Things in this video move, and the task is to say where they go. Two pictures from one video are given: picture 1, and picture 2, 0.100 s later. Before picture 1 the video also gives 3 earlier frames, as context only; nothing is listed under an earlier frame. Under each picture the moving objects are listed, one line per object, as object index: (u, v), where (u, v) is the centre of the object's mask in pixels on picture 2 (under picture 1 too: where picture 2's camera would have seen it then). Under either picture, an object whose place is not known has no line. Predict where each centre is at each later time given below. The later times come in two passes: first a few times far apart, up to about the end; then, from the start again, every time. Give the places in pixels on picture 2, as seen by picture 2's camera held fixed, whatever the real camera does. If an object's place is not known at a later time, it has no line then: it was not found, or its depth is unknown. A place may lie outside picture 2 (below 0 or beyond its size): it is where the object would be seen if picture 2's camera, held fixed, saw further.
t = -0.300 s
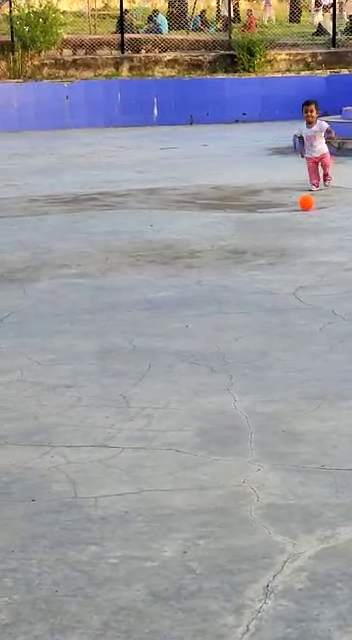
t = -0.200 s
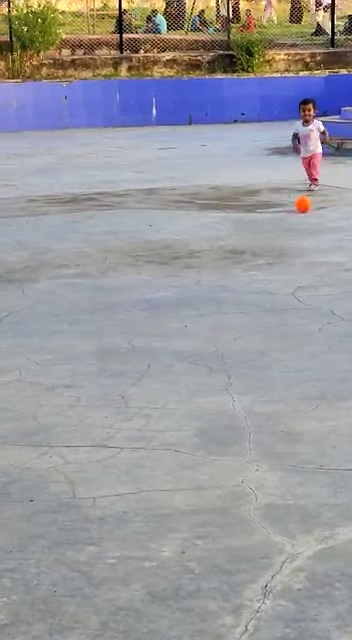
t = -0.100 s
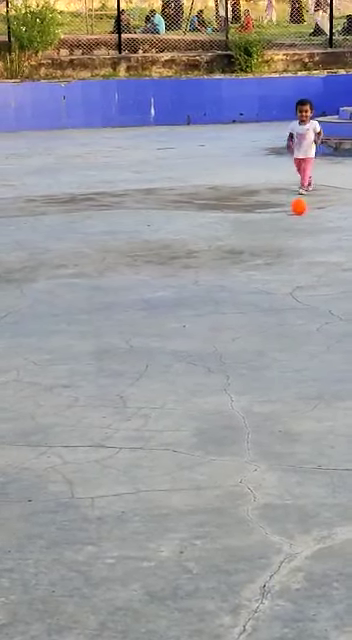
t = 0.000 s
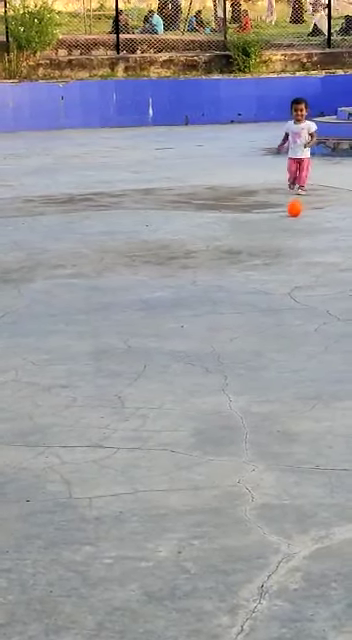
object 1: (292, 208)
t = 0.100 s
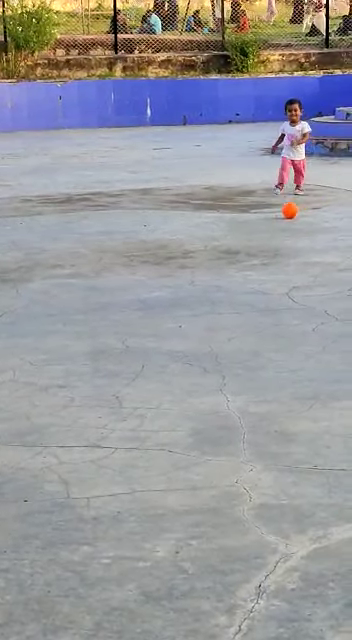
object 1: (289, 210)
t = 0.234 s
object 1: (286, 212)
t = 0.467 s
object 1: (276, 217)
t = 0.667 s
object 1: (266, 220)
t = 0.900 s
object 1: (253, 224)
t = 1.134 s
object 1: (238, 229)
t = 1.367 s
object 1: (220, 234)
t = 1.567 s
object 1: (204, 238)
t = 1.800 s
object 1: (183, 242)
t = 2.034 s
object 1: (160, 246)
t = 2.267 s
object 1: (135, 251)
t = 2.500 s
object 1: (108, 254)
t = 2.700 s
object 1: (85, 258)
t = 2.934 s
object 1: (55, 263)
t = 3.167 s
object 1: (25, 267)
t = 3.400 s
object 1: (-7, 269)
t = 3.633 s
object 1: (-41, 274)
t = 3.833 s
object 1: (-66, 276)
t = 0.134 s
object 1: (289, 210)
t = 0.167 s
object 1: (288, 211)
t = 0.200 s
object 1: (287, 211)
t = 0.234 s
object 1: (286, 212)
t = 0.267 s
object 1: (284, 213)
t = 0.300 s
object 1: (283, 213)
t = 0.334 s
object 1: (282, 214)
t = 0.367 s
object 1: (280, 214)
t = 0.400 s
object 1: (279, 215)
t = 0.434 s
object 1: (278, 216)
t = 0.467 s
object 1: (276, 217)
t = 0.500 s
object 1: (275, 217)
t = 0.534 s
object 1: (273, 218)
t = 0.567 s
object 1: (272, 218)
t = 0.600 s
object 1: (270, 219)
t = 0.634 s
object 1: (268, 219)
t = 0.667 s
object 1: (266, 220)
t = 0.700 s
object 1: (265, 221)
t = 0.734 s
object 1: (263, 221)
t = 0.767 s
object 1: (261, 222)
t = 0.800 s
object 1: (259, 222)
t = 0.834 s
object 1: (257, 223)
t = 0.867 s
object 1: (255, 224)
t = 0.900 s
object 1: (253, 224)
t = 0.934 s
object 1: (251, 225)
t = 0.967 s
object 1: (249, 226)
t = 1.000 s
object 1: (247, 226)
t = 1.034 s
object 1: (245, 227)
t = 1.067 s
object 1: (243, 227)
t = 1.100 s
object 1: (240, 228)
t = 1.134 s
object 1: (238, 229)
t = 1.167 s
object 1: (235, 230)
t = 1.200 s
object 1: (233, 231)
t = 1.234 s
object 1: (230, 231)
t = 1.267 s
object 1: (228, 232)
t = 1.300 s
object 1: (225, 232)
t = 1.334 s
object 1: (222, 233)
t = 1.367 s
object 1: (220, 234)
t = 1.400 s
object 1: (218, 234)
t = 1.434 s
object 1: (215, 235)
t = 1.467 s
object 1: (212, 235)
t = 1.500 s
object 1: (210, 236)
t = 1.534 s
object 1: (207, 237)
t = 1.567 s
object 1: (204, 238)
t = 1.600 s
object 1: (201, 238)
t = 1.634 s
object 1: (198, 239)
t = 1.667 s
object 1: (195, 240)
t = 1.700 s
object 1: (192, 240)
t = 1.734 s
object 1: (189, 241)
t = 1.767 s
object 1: (186, 241)
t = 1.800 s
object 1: (183, 242)
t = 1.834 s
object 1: (180, 243)
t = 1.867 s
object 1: (177, 243)
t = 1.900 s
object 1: (173, 244)
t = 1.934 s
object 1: (170, 244)
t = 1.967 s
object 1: (167, 245)
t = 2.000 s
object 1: (163, 245)
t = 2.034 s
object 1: (160, 246)
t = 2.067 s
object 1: (156, 247)
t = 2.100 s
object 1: (153, 247)
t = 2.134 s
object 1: (149, 248)
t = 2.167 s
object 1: (146, 249)
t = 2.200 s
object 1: (142, 249)
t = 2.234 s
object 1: (138, 250)
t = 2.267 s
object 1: (135, 251)
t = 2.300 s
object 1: (131, 251)
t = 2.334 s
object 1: (127, 251)
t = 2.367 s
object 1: (124, 252)
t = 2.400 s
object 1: (120, 253)
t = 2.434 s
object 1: (116, 253)
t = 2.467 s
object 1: (113, 254)
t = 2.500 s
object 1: (108, 254)
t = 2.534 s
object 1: (105, 255)
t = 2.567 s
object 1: (101, 255)
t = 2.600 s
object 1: (97, 256)
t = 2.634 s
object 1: (93, 257)
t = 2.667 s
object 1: (89, 257)
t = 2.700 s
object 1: (85, 258)
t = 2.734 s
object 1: (81, 259)
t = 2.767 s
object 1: (76, 260)
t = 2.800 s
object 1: (72, 260)
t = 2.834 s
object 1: (68, 261)
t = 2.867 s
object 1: (64, 261)
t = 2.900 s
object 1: (59, 262)
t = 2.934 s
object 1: (55, 263)
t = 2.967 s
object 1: (51, 263)
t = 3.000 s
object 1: (47, 264)
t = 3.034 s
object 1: (42, 264)
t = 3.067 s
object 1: (38, 265)
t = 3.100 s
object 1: (34, 265)
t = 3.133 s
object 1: (30, 266)
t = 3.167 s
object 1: (25, 267)
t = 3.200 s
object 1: (20, 267)
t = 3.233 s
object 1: (16, 267)
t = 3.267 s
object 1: (11, 268)
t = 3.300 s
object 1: (7, 268)
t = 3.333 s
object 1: (2, 269)
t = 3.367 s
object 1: (-3, 270)
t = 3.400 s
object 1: (-7, 269)
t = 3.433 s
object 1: (-12, 270)
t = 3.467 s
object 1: (-17, 271)
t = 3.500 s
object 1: (-22, 272)
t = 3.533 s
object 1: (-26, 272)
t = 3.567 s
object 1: (-31, 272)
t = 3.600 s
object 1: (-36, 273)
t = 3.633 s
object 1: (-41, 274)
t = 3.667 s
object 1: (-46, 274)
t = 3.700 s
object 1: (-51, 274)
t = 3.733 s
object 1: (-56, 275)
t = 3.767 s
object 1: (-60, 275)
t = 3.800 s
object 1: (-64, 276)
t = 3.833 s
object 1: (-66, 276)
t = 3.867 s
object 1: (-70, 276)
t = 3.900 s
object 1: (-72, 276)
